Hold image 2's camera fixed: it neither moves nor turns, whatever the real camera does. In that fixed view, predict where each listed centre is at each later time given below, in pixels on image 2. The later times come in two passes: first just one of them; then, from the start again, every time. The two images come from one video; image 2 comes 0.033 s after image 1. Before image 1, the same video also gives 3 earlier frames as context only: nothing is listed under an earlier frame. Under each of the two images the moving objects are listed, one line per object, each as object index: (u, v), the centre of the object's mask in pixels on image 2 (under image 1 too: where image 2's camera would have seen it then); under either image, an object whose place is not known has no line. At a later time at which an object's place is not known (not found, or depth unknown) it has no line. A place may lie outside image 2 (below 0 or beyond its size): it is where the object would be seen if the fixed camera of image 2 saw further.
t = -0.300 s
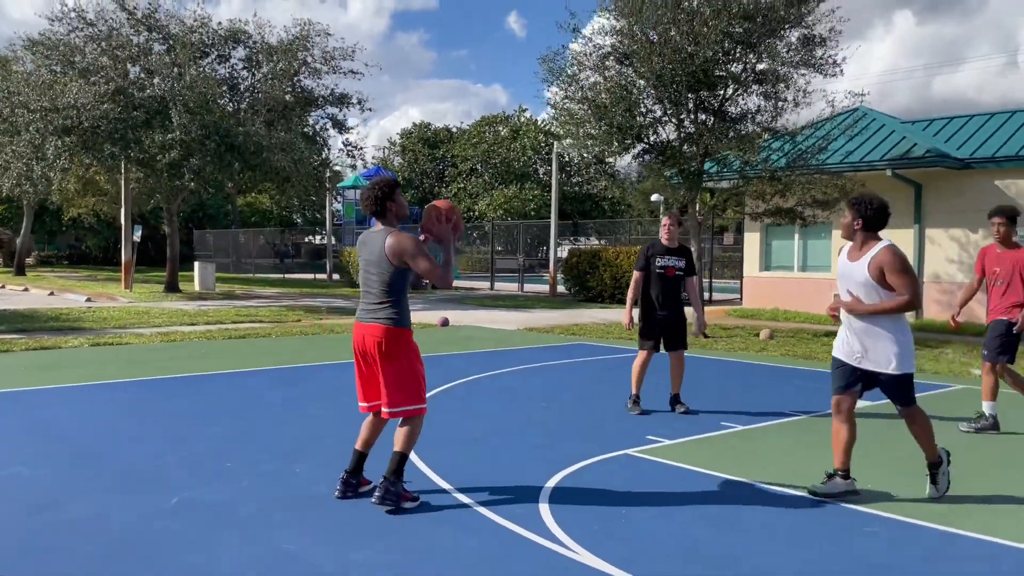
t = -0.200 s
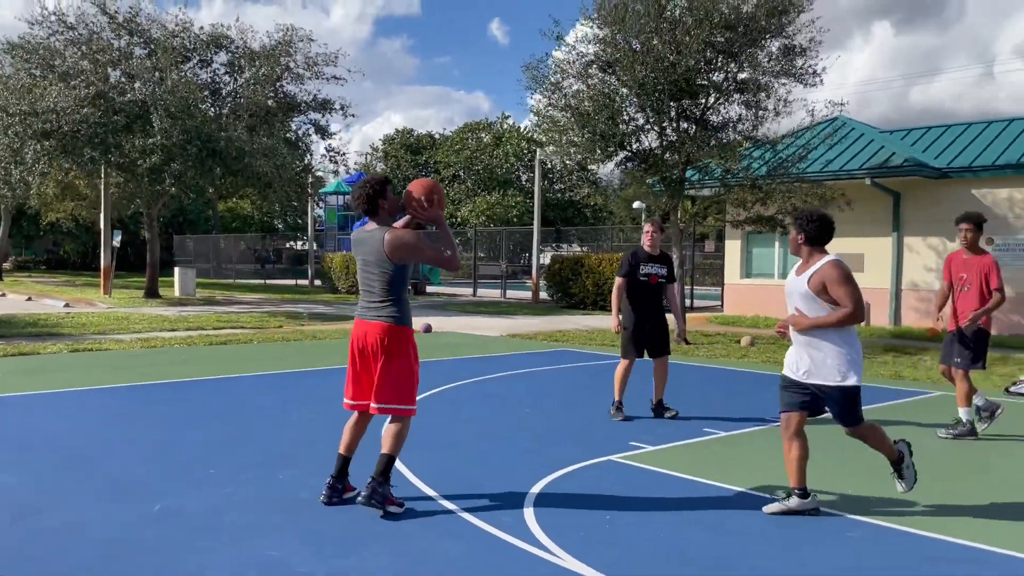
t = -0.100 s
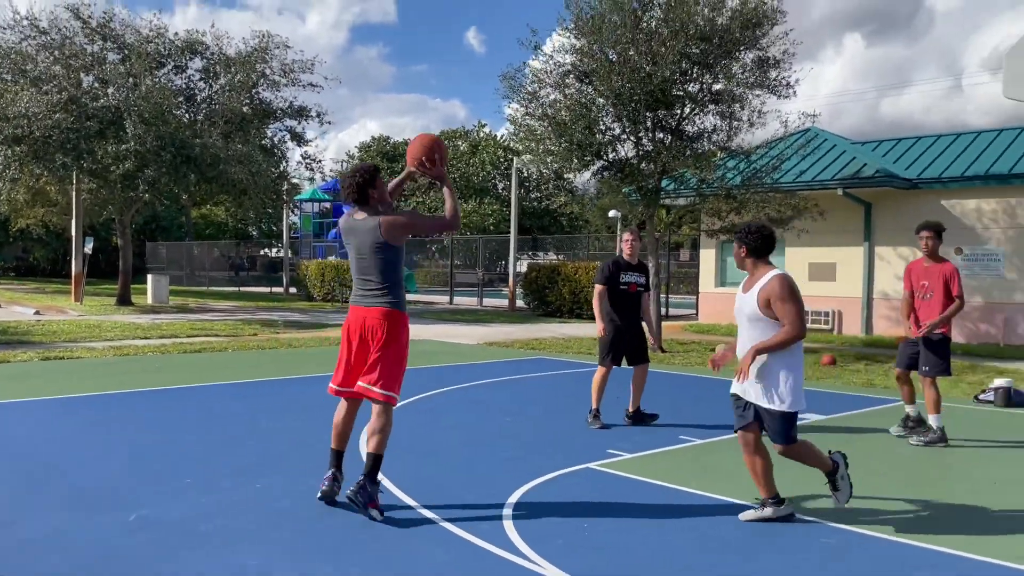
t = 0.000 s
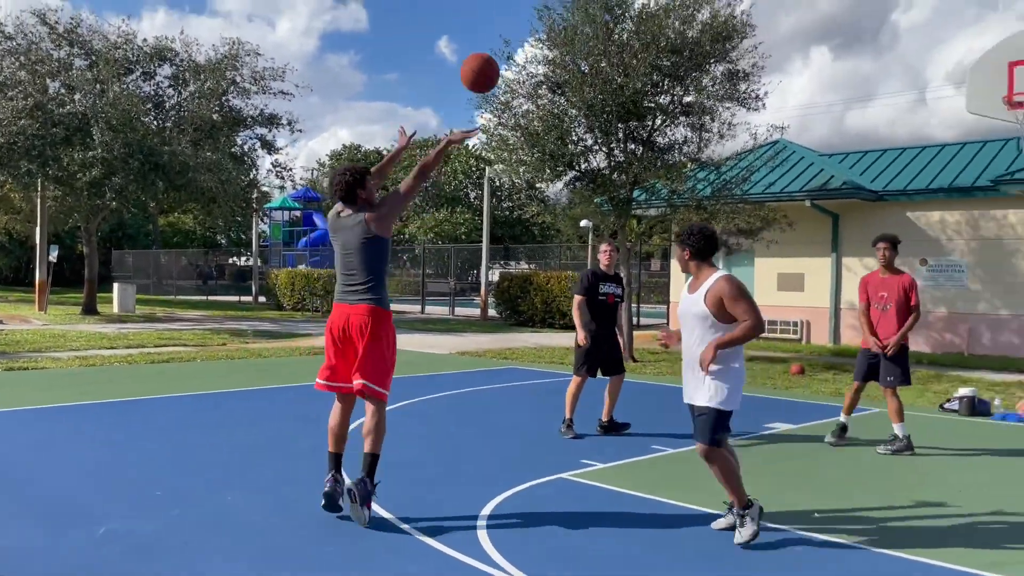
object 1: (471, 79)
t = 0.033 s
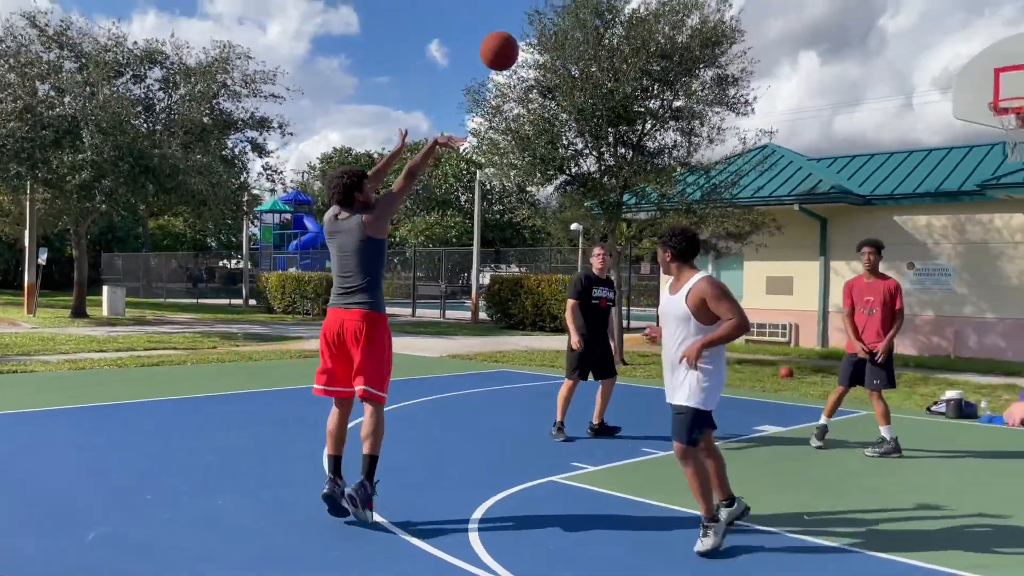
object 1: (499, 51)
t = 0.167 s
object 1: (602, -19)
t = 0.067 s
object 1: (527, 27)
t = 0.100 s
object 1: (553, 6)
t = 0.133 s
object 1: (578, -7)
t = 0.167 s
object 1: (602, -19)
